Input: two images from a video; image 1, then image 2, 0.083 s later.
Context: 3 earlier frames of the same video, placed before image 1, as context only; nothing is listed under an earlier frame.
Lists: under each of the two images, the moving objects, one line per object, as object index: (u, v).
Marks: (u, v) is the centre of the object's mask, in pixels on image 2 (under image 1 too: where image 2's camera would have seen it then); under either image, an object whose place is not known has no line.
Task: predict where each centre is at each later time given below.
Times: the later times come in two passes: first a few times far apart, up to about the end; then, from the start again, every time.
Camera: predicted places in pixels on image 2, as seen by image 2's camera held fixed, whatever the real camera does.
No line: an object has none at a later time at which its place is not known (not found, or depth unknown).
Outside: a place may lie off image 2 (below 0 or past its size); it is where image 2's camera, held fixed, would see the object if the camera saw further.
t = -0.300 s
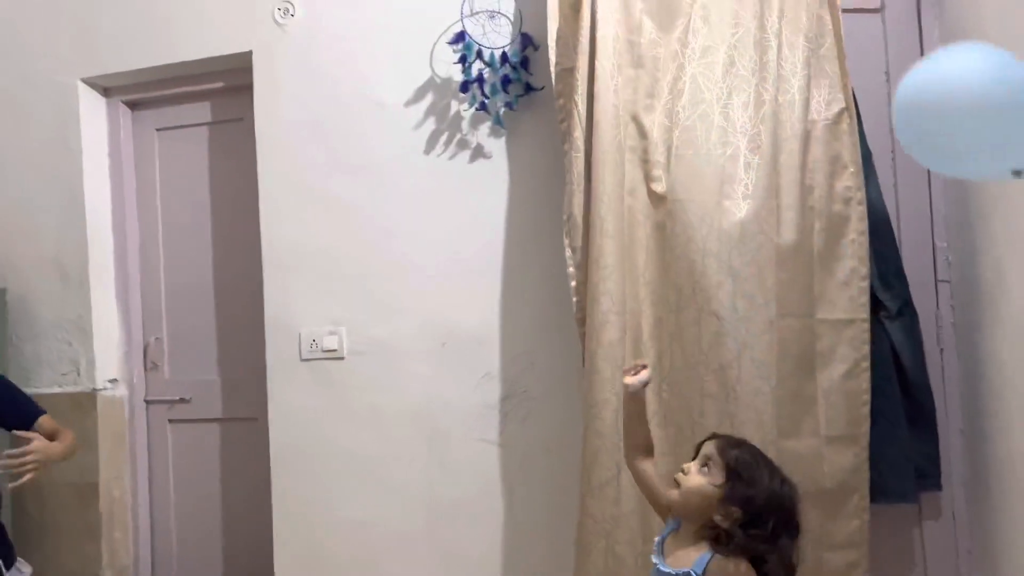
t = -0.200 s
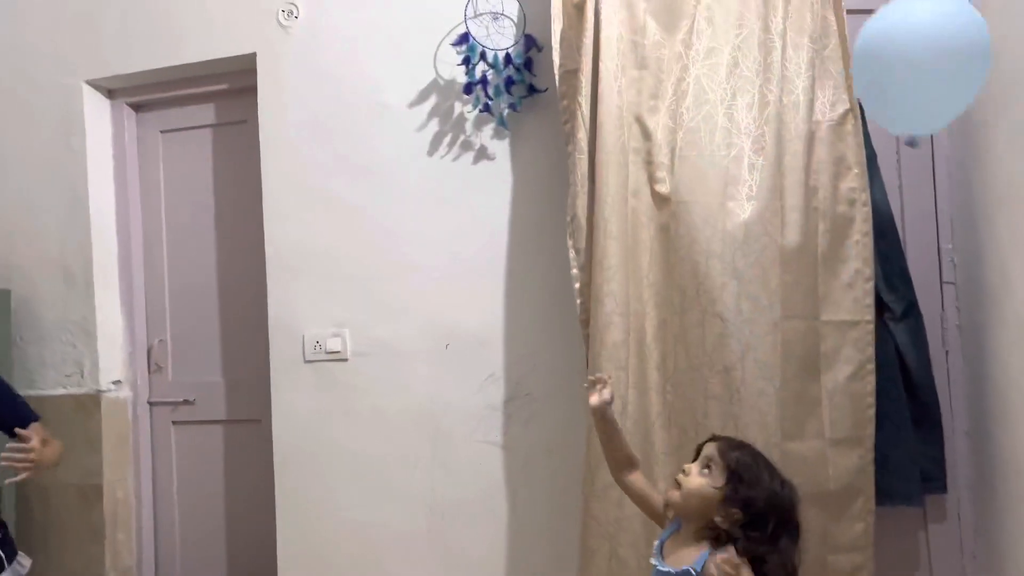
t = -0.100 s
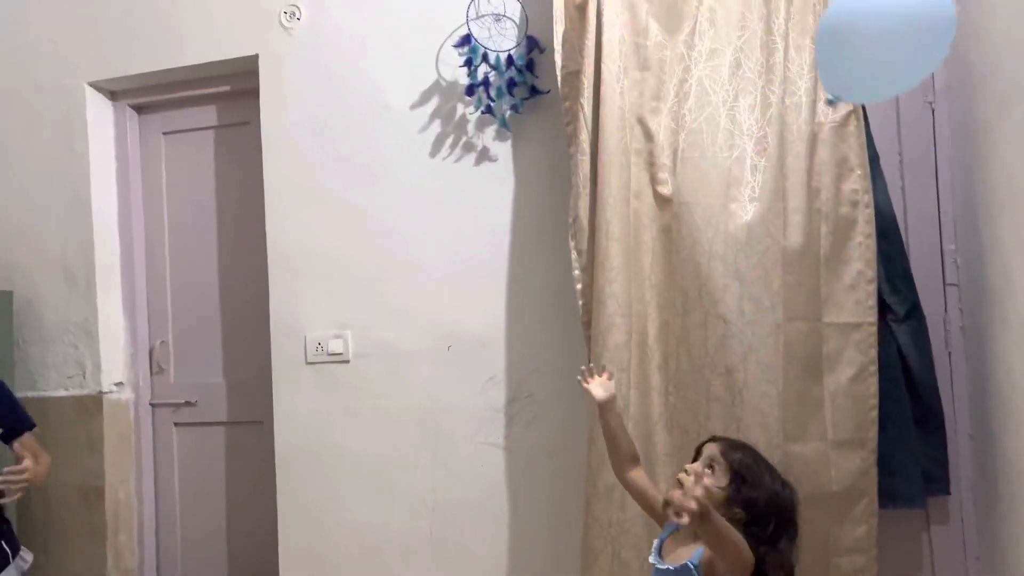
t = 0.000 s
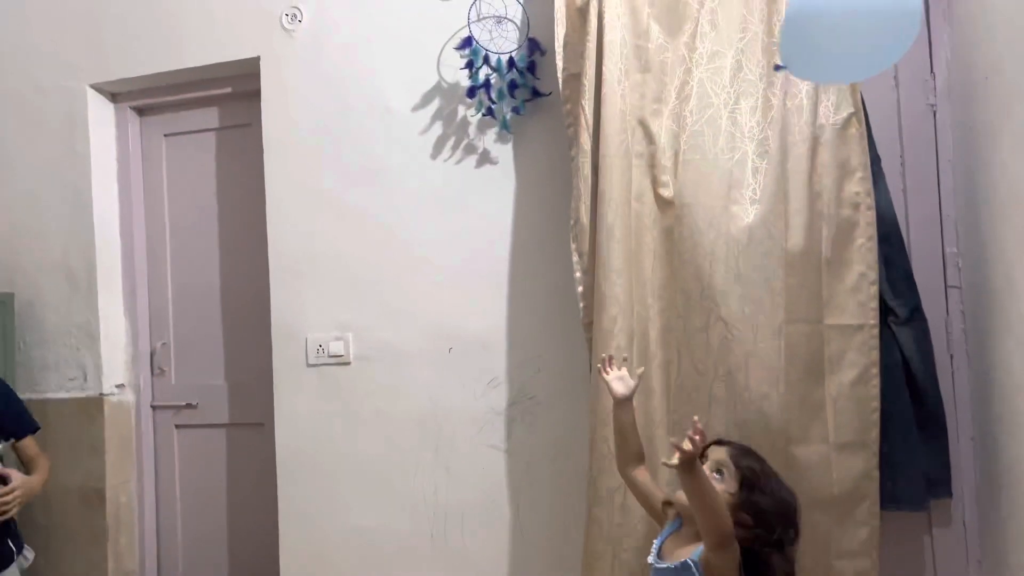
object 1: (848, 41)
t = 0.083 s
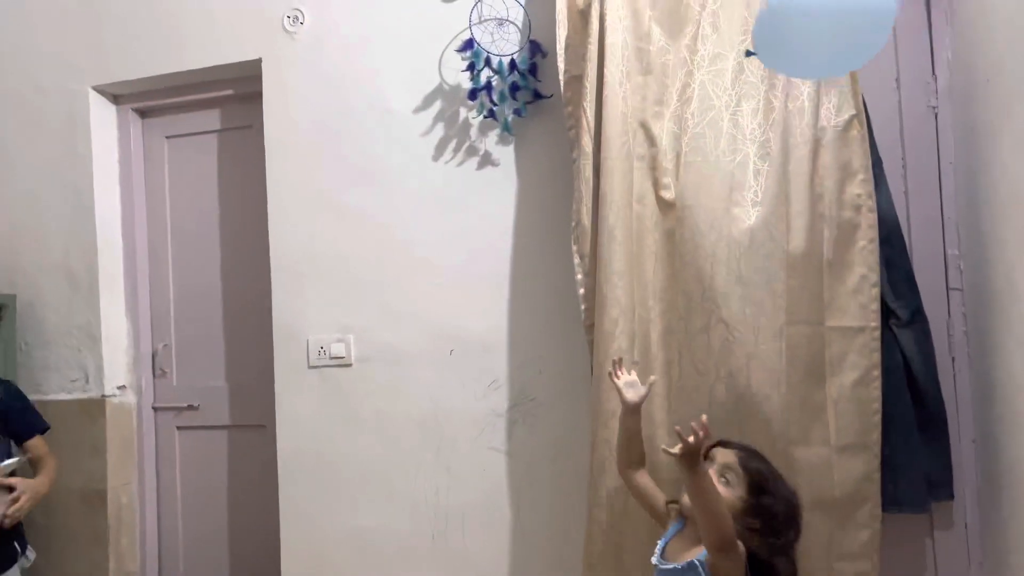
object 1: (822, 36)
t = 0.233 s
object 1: (778, 36)
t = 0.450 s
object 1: (726, 57)
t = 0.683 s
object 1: (684, 124)
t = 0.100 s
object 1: (816, 35)
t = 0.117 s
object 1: (811, 35)
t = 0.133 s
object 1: (806, 35)
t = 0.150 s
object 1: (801, 34)
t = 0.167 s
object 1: (796, 35)
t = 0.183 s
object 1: (792, 35)
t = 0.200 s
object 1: (787, 35)
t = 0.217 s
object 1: (782, 36)
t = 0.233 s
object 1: (778, 36)
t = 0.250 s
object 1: (773, 37)
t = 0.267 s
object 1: (769, 38)
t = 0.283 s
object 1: (765, 39)
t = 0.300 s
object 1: (761, 40)
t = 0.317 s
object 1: (756, 41)
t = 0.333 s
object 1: (753, 43)
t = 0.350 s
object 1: (749, 44)
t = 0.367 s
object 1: (745, 46)
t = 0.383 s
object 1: (741, 48)
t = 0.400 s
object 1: (737, 50)
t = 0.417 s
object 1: (733, 52)
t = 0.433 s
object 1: (729, 54)
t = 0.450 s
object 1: (726, 57)
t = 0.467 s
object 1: (722, 59)
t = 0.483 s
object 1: (718, 63)
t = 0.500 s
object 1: (715, 66)
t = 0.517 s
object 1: (712, 70)
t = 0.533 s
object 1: (708, 76)
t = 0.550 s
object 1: (705, 80)
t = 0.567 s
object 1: (703, 85)
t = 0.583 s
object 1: (699, 91)
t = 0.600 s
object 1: (696, 95)
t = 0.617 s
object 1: (693, 101)
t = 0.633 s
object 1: (691, 107)
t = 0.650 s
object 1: (689, 112)
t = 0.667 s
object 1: (686, 118)
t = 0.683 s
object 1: (684, 124)
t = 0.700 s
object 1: (682, 130)
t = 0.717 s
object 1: (680, 136)
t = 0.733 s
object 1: (678, 143)
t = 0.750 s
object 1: (676, 149)
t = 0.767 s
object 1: (674, 155)
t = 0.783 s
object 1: (673, 162)
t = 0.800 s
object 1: (672, 169)
